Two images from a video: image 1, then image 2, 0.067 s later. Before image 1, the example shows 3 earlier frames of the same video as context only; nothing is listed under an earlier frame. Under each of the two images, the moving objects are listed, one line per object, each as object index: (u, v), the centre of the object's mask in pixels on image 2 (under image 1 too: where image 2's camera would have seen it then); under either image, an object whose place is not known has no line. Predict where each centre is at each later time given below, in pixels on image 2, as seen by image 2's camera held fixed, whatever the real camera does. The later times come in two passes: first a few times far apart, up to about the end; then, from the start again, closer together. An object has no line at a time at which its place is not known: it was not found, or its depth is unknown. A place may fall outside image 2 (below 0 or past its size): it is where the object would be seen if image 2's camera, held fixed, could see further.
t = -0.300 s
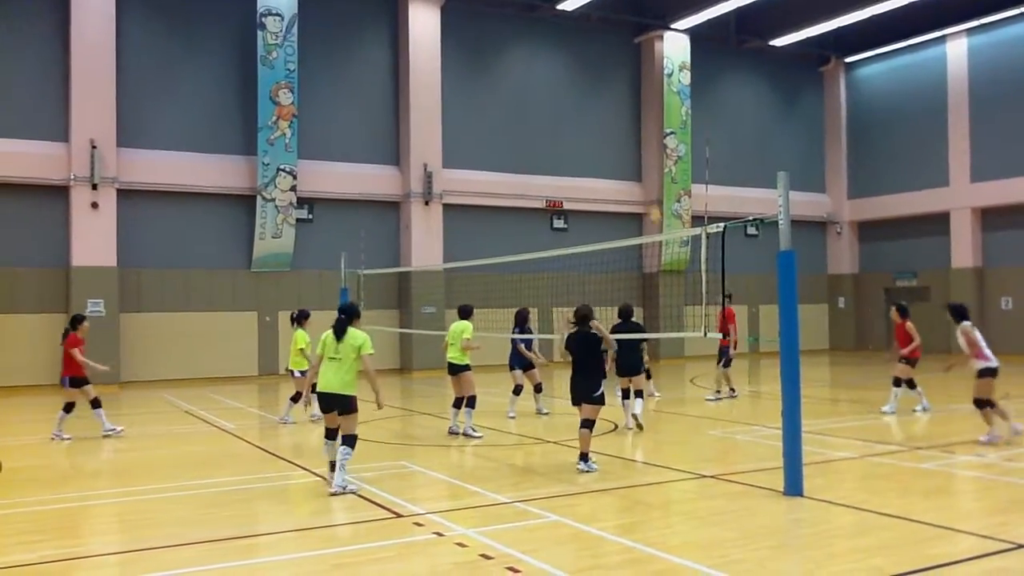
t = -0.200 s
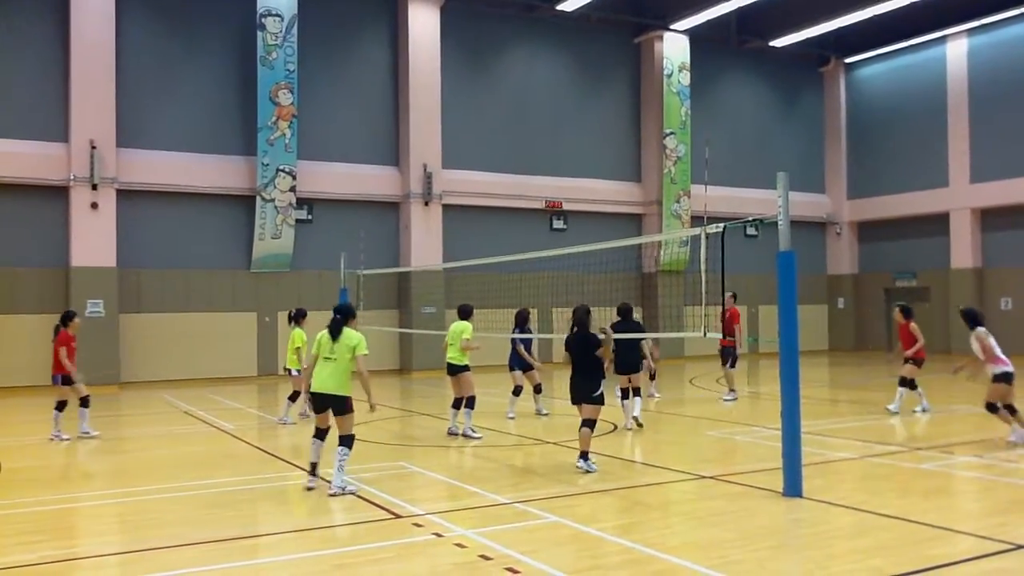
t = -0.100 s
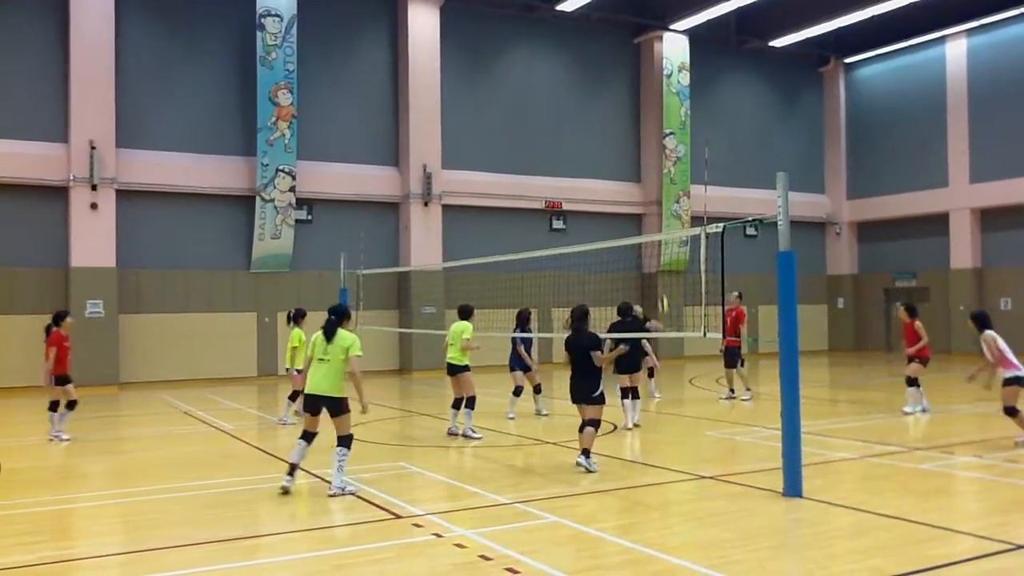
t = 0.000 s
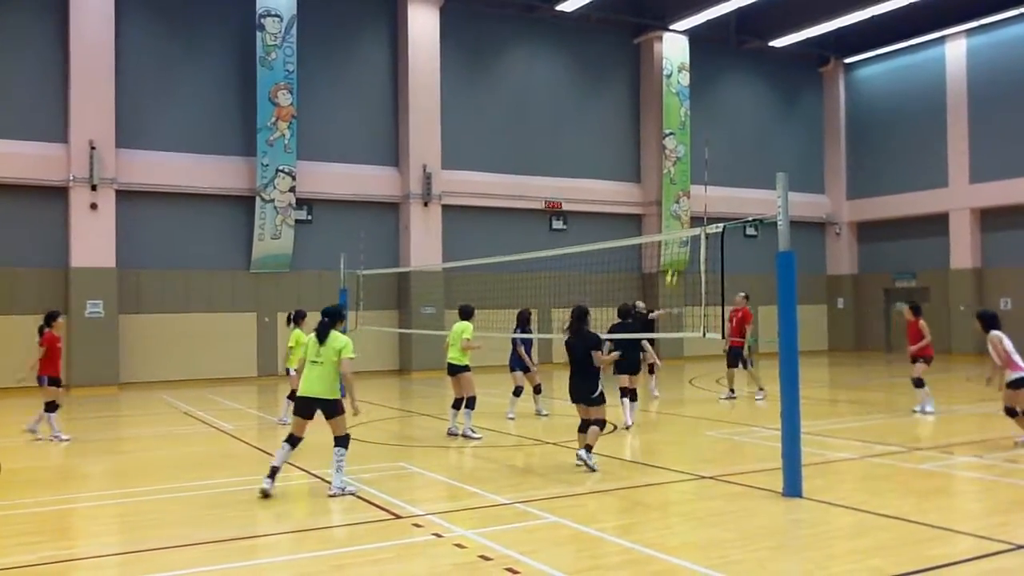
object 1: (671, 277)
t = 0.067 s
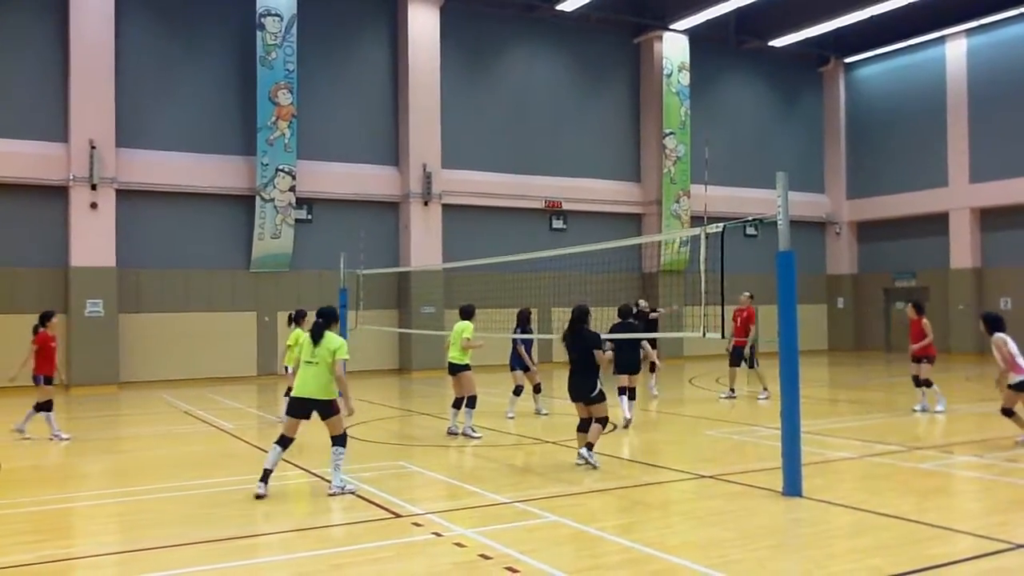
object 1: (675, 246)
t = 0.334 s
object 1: (697, 132)
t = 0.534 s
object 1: (714, 71)
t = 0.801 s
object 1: (737, 25)
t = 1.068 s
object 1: (766, 29)
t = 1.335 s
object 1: (800, 93)
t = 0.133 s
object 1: (683, 214)
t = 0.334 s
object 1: (697, 132)
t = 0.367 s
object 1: (699, 120)
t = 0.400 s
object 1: (702, 109)
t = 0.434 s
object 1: (705, 98)
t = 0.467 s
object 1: (707, 89)
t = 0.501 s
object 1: (711, 80)
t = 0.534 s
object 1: (714, 71)
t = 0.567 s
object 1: (716, 63)
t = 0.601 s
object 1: (719, 56)
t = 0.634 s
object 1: (722, 48)
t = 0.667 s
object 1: (726, 43)
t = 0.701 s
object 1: (728, 37)
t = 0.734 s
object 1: (731, 32)
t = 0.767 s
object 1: (734, 28)
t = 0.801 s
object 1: (737, 25)
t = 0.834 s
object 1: (740, 23)
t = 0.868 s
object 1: (743, 22)
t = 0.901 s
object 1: (747, 20)
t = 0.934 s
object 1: (751, 20)
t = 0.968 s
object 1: (754, 21)
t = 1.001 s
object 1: (759, 23)
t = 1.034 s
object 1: (762, 26)
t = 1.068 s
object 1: (766, 29)
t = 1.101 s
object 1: (769, 32)
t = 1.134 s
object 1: (774, 39)
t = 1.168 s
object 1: (778, 46)
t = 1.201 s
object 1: (783, 54)
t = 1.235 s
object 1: (788, 62)
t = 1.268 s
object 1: (791, 71)
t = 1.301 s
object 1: (796, 82)
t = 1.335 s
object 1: (800, 93)
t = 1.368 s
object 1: (805, 107)
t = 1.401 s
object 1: (809, 121)
